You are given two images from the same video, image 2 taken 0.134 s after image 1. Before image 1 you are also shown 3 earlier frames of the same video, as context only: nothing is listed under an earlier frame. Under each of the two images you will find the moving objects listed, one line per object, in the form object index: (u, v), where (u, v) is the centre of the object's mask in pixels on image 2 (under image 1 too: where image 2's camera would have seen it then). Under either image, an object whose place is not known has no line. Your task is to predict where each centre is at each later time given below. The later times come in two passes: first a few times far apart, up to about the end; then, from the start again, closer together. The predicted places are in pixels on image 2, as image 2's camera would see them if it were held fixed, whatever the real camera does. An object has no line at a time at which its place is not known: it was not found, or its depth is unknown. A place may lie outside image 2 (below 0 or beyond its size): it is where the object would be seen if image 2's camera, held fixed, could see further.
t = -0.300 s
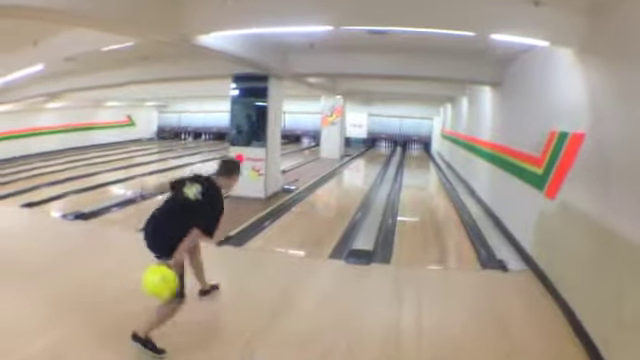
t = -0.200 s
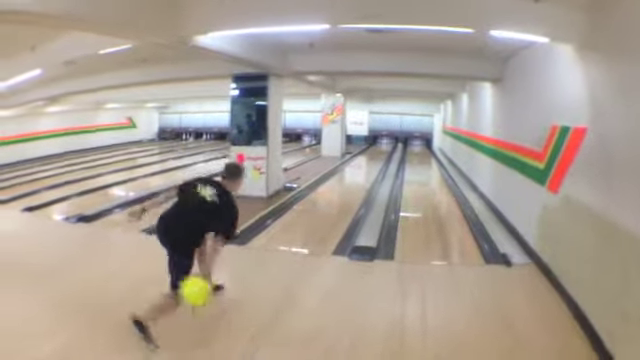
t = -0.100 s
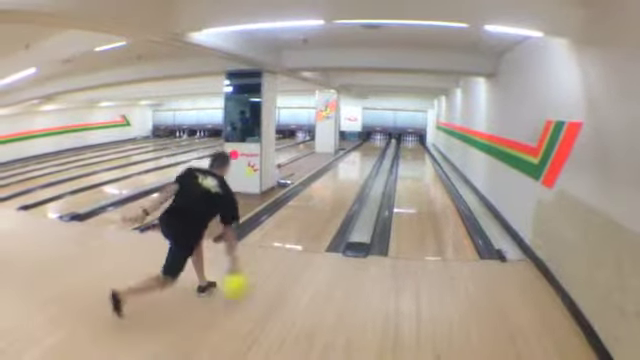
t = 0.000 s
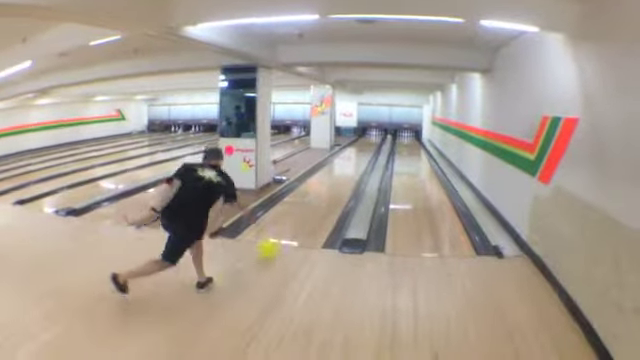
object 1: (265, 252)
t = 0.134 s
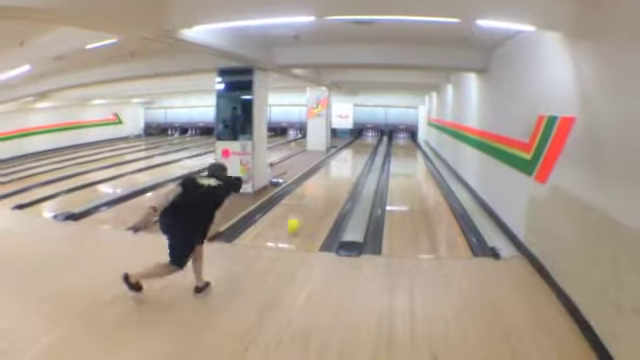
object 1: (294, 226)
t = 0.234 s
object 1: (312, 207)
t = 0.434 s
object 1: (327, 192)
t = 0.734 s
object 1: (340, 173)
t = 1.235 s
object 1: (358, 149)
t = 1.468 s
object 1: (365, 145)
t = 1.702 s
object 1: (370, 141)
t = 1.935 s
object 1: (371, 141)
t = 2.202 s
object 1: (370, 141)
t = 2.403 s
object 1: (370, 141)
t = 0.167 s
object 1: (300, 217)
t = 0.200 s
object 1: (305, 212)
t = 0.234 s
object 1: (312, 207)
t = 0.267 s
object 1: (313, 203)
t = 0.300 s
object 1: (316, 200)
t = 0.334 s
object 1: (320, 196)
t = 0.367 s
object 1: (323, 194)
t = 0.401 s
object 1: (323, 196)
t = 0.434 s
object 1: (327, 192)
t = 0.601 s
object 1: (338, 174)
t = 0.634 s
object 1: (338, 174)
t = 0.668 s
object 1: (339, 174)
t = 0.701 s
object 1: (338, 173)
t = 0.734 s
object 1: (340, 173)
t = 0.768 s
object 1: (340, 173)
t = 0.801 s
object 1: (345, 171)
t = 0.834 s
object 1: (346, 170)
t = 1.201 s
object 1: (359, 149)
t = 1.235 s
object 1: (358, 149)
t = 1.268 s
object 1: (358, 150)
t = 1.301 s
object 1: (361, 149)
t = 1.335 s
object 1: (361, 149)
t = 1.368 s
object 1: (360, 149)
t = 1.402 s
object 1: (360, 149)
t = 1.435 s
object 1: (361, 149)
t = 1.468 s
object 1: (365, 145)
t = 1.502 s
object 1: (365, 145)
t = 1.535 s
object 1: (366, 144)
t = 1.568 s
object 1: (367, 144)
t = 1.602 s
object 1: (367, 144)
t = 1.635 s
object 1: (369, 142)
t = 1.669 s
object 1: (370, 142)
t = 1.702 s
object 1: (370, 141)
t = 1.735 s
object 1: (370, 142)
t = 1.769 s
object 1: (370, 142)
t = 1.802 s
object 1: (370, 142)
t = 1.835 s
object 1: (370, 142)
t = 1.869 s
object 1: (370, 141)
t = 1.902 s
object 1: (371, 141)
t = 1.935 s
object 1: (371, 141)
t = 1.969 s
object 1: (371, 141)
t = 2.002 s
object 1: (369, 142)
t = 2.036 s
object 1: (369, 142)
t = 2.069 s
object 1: (370, 142)
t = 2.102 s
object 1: (370, 142)
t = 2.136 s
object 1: (370, 142)
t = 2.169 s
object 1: (371, 141)
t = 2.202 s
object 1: (370, 141)
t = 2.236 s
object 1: (371, 142)
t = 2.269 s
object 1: (370, 142)
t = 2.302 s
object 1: (370, 142)
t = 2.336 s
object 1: (371, 141)
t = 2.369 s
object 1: (370, 142)
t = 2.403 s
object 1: (370, 141)
